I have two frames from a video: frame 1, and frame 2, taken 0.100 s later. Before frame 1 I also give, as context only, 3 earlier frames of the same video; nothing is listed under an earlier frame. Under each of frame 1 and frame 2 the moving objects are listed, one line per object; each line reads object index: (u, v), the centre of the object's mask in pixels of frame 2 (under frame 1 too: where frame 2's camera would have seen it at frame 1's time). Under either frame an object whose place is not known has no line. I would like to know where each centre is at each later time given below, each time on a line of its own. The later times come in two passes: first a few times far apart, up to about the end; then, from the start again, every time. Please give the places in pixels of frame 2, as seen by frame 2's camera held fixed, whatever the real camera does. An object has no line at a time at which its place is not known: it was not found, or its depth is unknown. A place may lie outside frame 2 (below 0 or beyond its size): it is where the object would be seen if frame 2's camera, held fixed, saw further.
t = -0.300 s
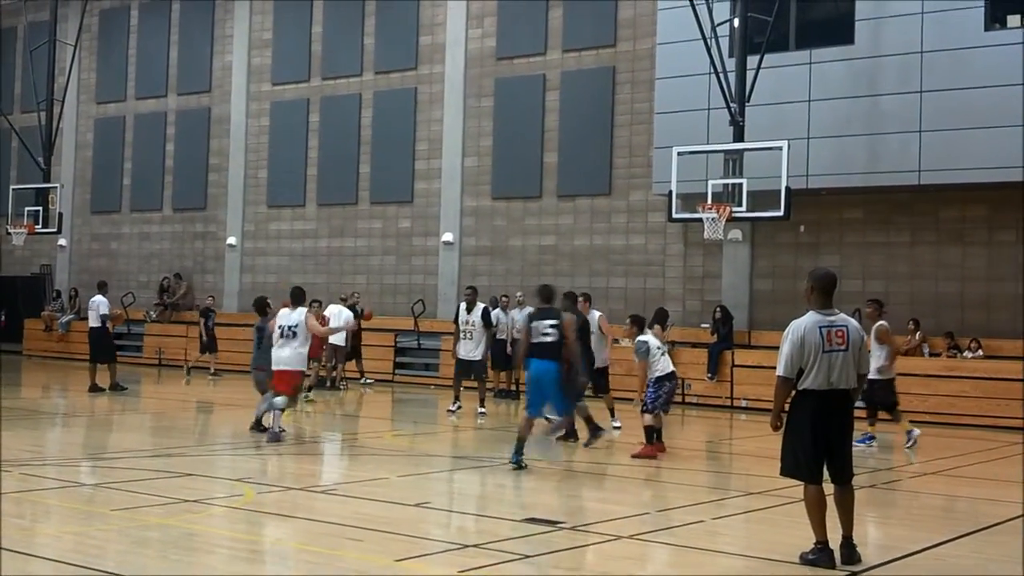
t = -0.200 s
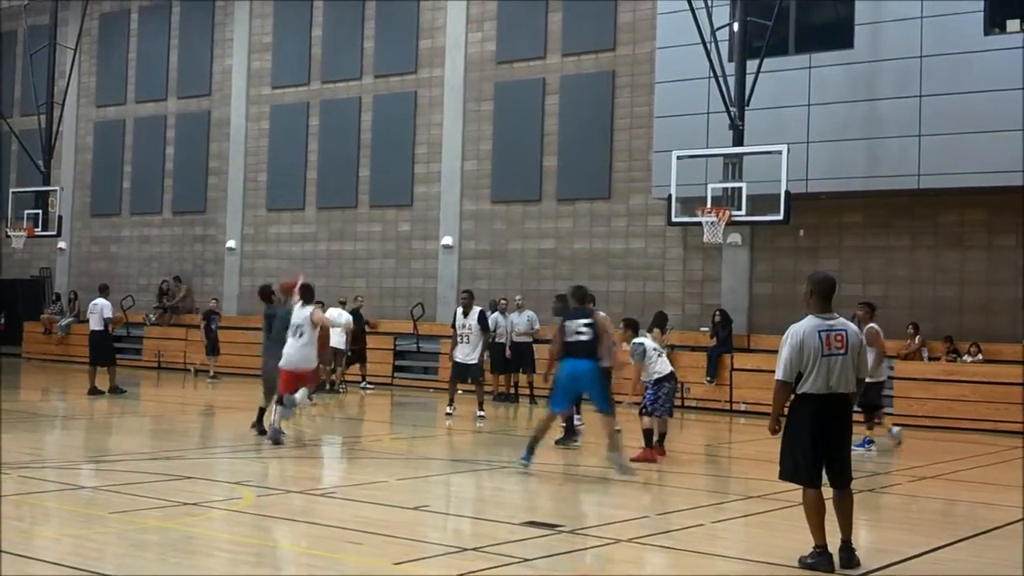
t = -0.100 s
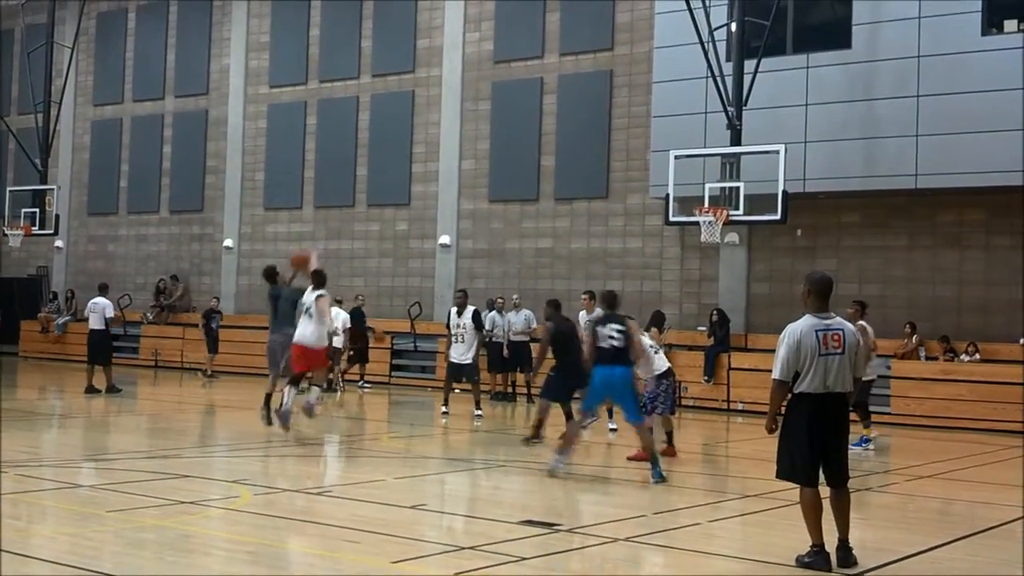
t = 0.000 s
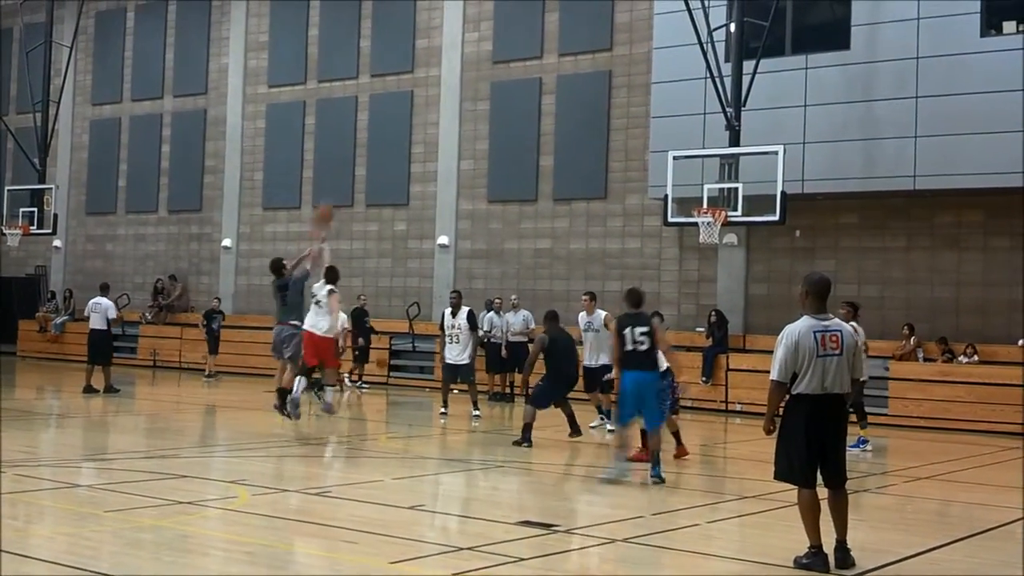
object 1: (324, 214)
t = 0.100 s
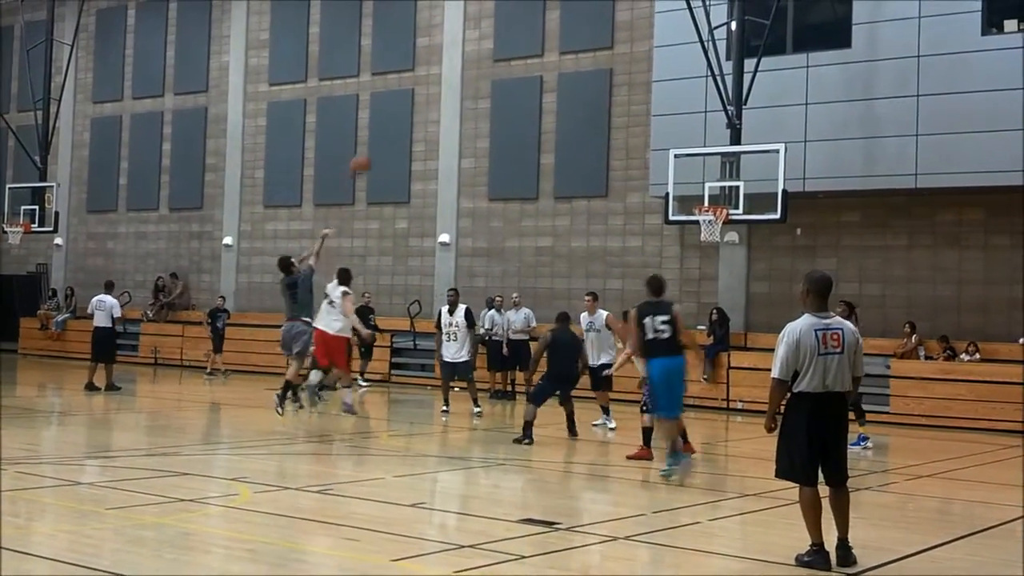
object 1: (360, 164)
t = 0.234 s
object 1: (402, 116)
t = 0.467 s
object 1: (474, 70)
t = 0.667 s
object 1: (528, 62)
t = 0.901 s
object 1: (587, 89)
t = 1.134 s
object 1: (636, 155)
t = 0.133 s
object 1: (370, 151)
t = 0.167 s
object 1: (381, 137)
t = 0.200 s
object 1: (392, 126)
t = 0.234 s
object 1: (402, 116)
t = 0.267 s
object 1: (415, 108)
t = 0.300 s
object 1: (425, 100)
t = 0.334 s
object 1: (434, 92)
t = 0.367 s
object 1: (445, 84)
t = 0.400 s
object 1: (454, 79)
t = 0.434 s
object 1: (465, 75)
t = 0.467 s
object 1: (474, 70)
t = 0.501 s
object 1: (485, 66)
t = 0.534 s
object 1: (493, 63)
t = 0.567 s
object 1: (502, 62)
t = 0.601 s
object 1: (511, 61)
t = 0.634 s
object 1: (520, 62)
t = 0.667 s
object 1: (528, 62)
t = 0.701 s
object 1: (537, 64)
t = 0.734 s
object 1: (545, 67)
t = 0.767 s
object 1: (554, 71)
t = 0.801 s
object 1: (563, 74)
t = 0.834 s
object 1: (571, 79)
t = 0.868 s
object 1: (578, 83)
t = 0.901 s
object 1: (587, 89)
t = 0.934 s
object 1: (593, 96)
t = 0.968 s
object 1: (602, 103)
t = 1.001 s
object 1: (608, 113)
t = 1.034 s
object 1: (617, 122)
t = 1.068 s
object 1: (622, 132)
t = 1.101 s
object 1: (630, 144)
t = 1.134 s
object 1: (636, 155)
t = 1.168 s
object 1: (645, 165)
